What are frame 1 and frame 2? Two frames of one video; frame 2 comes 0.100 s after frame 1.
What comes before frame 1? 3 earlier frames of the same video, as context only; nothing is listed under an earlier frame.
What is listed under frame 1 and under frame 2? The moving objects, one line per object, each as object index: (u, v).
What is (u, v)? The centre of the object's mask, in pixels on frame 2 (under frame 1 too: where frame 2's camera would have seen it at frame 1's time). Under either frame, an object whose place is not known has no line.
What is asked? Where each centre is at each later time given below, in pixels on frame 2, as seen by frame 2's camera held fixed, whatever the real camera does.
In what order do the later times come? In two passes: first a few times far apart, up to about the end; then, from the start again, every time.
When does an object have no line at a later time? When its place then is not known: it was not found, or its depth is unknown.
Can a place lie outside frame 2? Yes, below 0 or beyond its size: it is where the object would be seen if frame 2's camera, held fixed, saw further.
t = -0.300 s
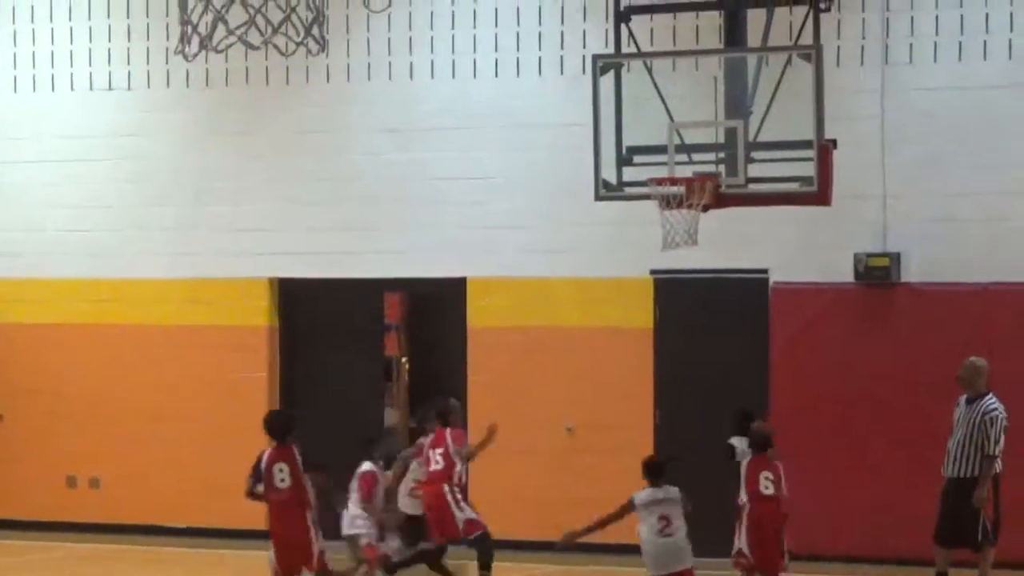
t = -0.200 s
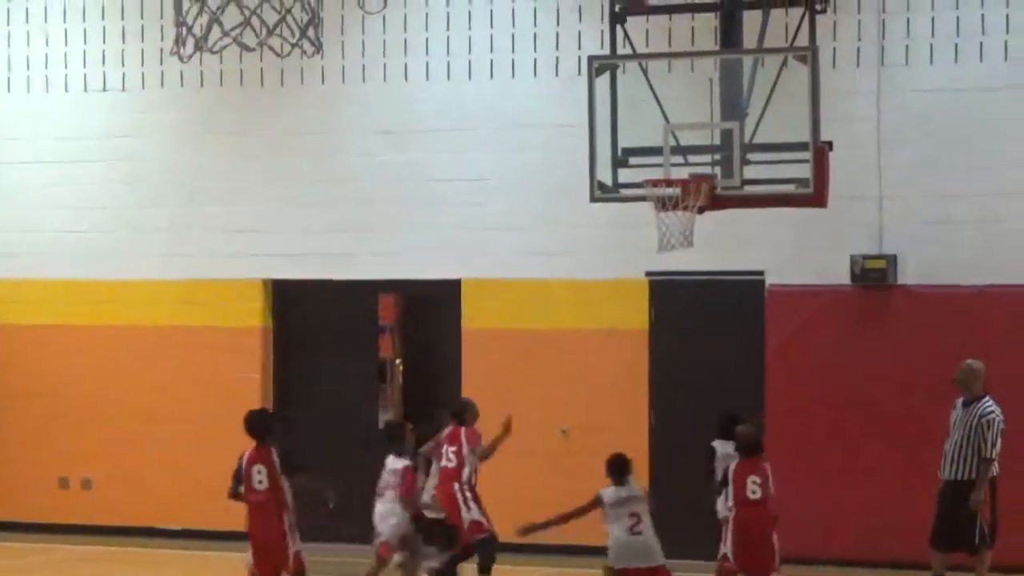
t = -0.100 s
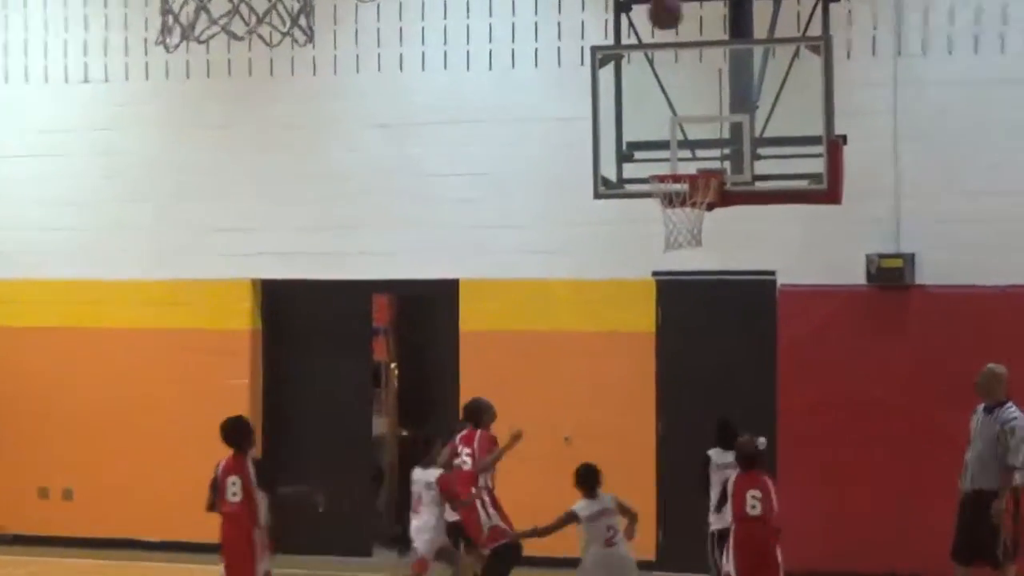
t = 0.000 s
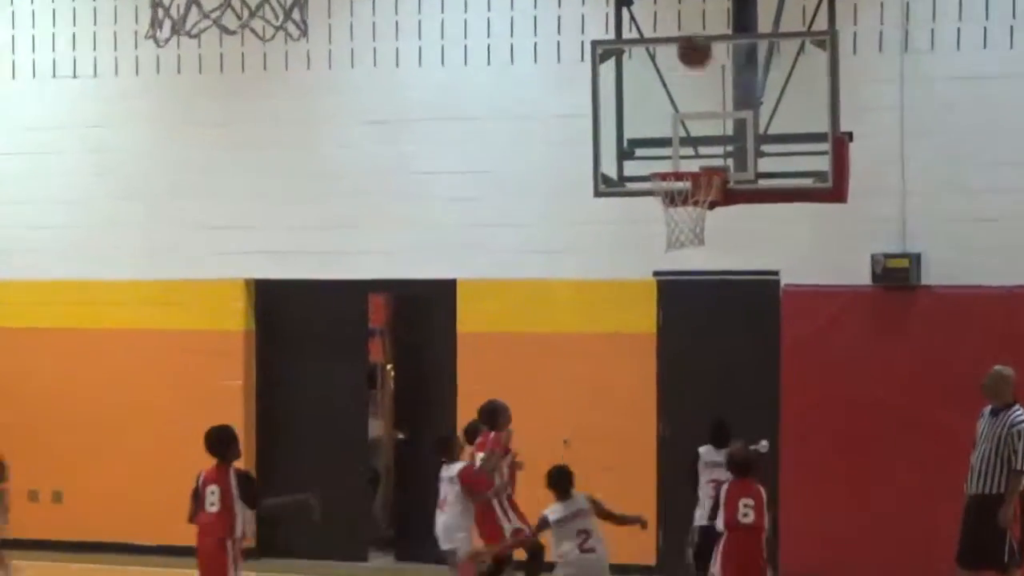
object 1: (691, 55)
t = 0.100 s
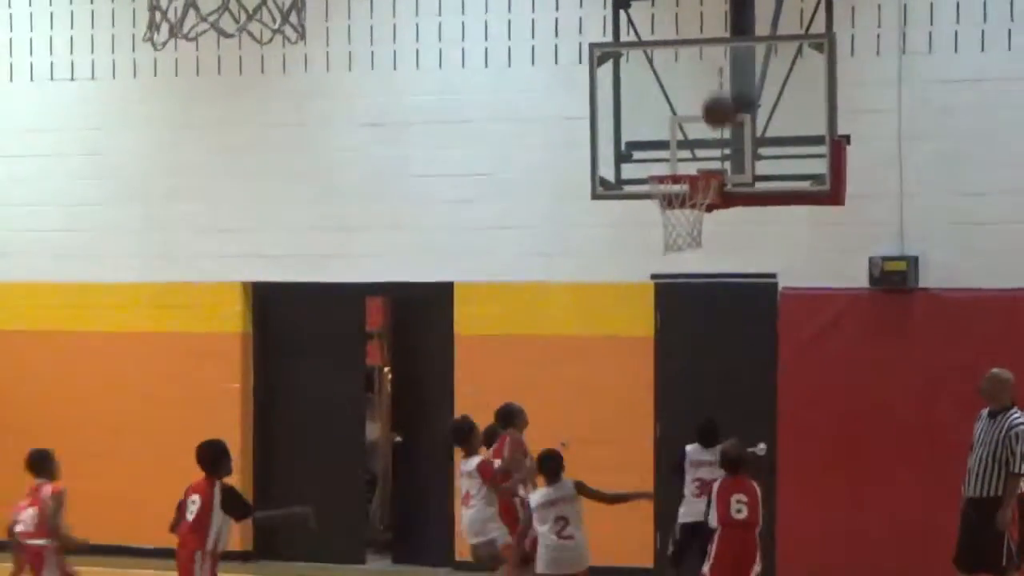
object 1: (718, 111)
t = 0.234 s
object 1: (689, 162)
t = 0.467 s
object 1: (612, 124)
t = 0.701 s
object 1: (539, 152)
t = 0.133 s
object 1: (723, 130)
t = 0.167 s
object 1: (718, 148)
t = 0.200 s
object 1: (707, 162)
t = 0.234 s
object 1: (689, 162)
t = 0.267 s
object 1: (674, 164)
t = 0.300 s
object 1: (665, 154)
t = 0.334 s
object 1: (653, 143)
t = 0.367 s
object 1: (643, 136)
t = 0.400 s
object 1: (633, 131)
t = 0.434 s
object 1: (622, 127)
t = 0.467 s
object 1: (612, 124)
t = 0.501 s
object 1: (601, 123)
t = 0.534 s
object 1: (590, 124)
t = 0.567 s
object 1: (579, 126)
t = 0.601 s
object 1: (569, 130)
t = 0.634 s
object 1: (559, 136)
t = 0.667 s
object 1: (549, 143)
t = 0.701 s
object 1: (539, 152)
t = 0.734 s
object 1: (529, 163)
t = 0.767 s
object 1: (519, 175)
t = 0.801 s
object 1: (509, 189)
